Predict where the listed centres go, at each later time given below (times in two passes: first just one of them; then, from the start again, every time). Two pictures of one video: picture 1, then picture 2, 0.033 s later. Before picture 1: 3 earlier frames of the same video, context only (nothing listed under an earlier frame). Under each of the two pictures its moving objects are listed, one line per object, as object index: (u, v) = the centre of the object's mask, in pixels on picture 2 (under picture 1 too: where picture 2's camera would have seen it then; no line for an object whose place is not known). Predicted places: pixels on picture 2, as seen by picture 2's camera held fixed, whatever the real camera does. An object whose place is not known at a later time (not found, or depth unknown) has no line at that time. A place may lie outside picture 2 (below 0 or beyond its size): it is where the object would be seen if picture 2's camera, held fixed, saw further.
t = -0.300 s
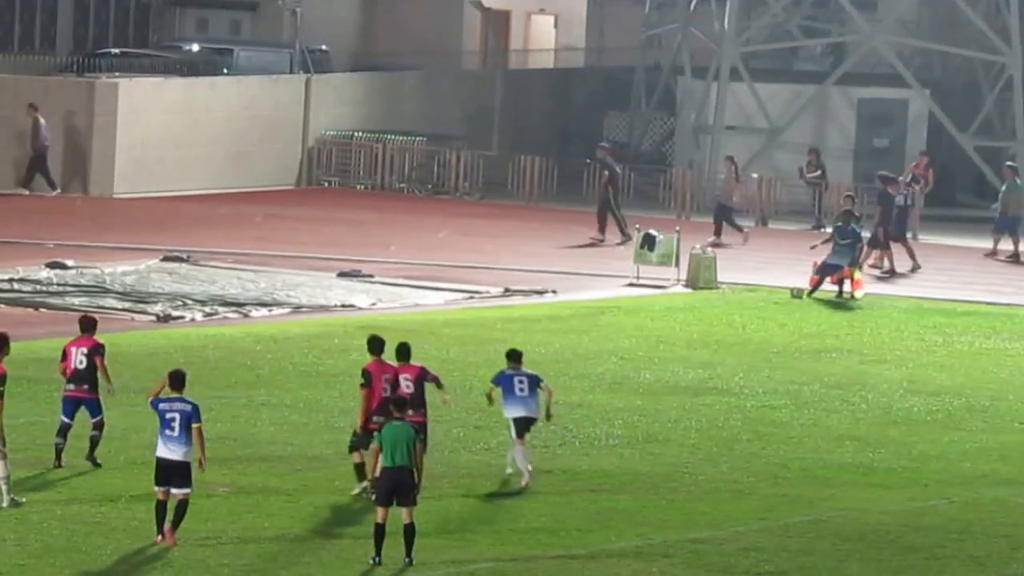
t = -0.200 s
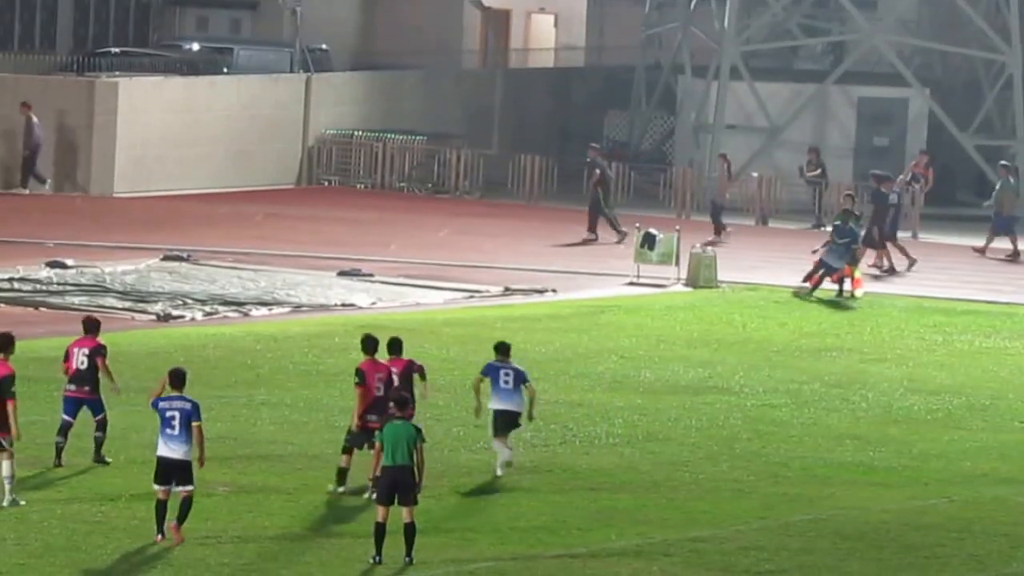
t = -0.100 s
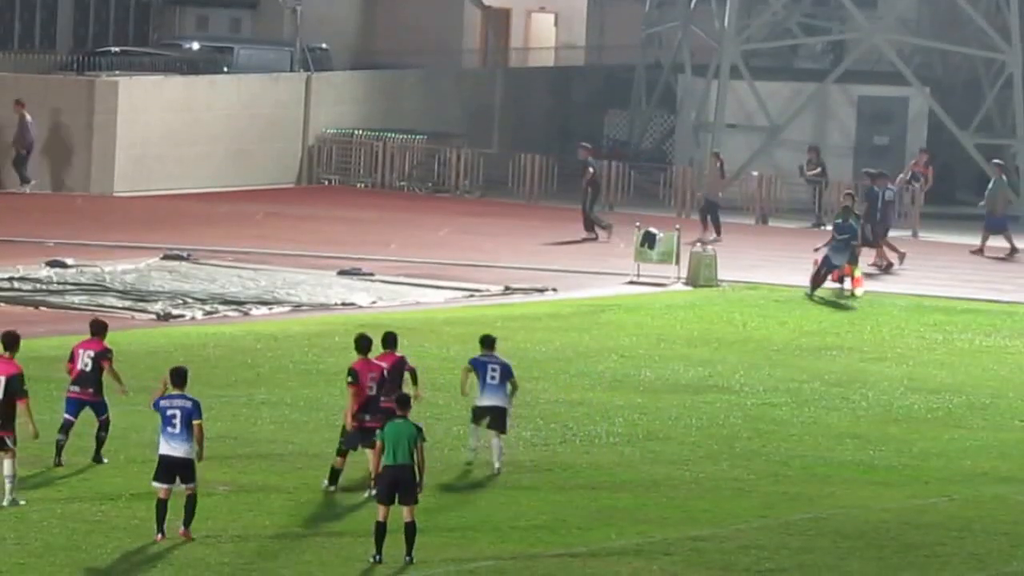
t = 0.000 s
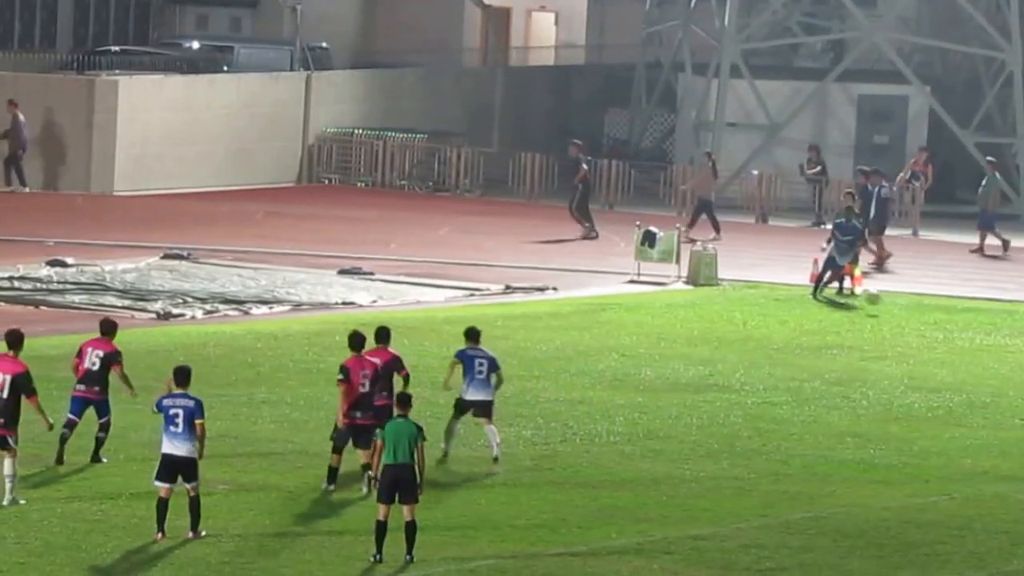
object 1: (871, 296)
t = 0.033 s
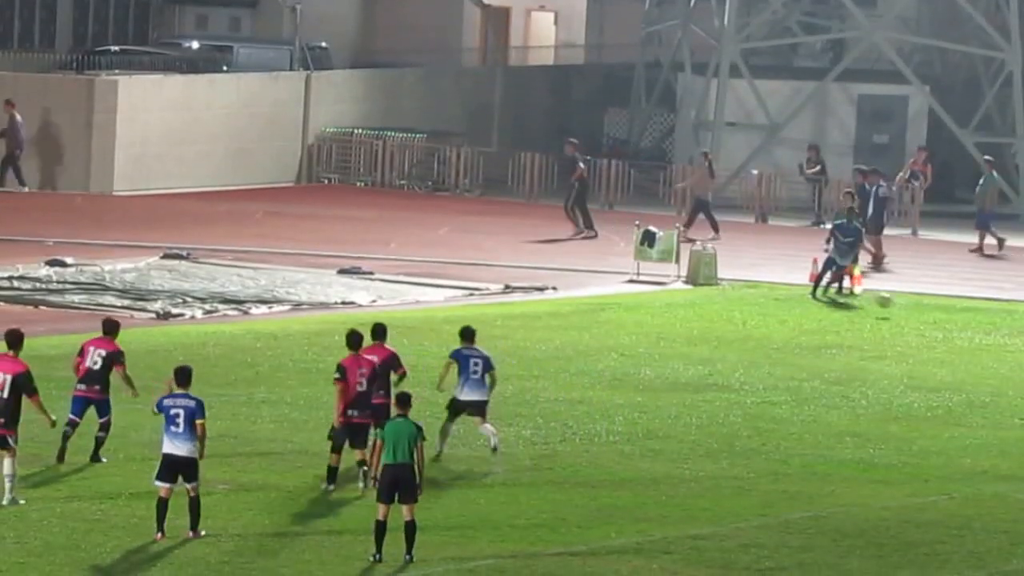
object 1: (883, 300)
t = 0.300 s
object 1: (976, 327)
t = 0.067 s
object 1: (896, 304)
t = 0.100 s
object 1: (907, 309)
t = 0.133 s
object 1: (920, 315)
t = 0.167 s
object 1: (933, 322)
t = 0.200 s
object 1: (944, 324)
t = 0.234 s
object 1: (954, 324)
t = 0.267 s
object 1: (965, 325)
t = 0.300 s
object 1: (976, 327)
